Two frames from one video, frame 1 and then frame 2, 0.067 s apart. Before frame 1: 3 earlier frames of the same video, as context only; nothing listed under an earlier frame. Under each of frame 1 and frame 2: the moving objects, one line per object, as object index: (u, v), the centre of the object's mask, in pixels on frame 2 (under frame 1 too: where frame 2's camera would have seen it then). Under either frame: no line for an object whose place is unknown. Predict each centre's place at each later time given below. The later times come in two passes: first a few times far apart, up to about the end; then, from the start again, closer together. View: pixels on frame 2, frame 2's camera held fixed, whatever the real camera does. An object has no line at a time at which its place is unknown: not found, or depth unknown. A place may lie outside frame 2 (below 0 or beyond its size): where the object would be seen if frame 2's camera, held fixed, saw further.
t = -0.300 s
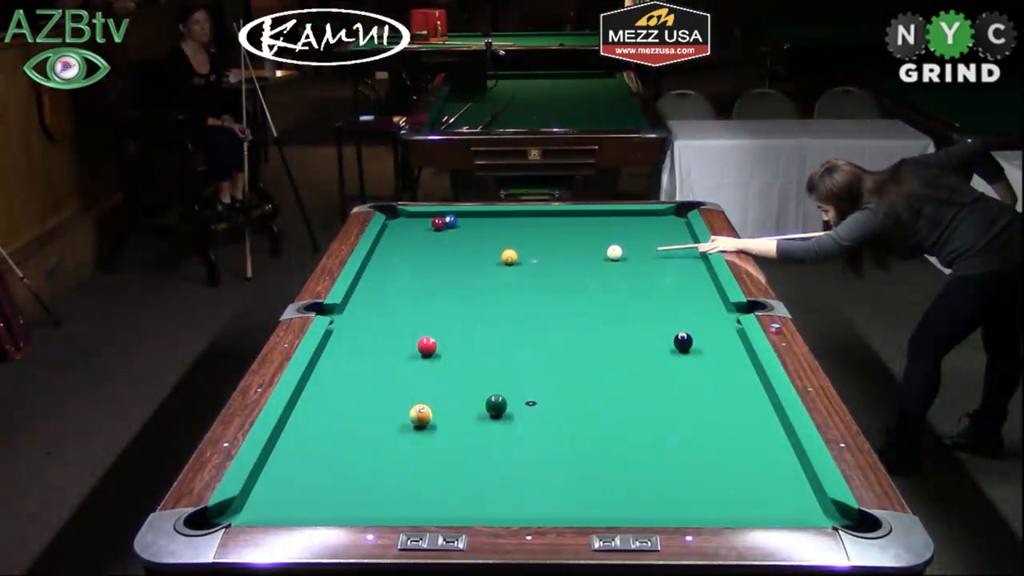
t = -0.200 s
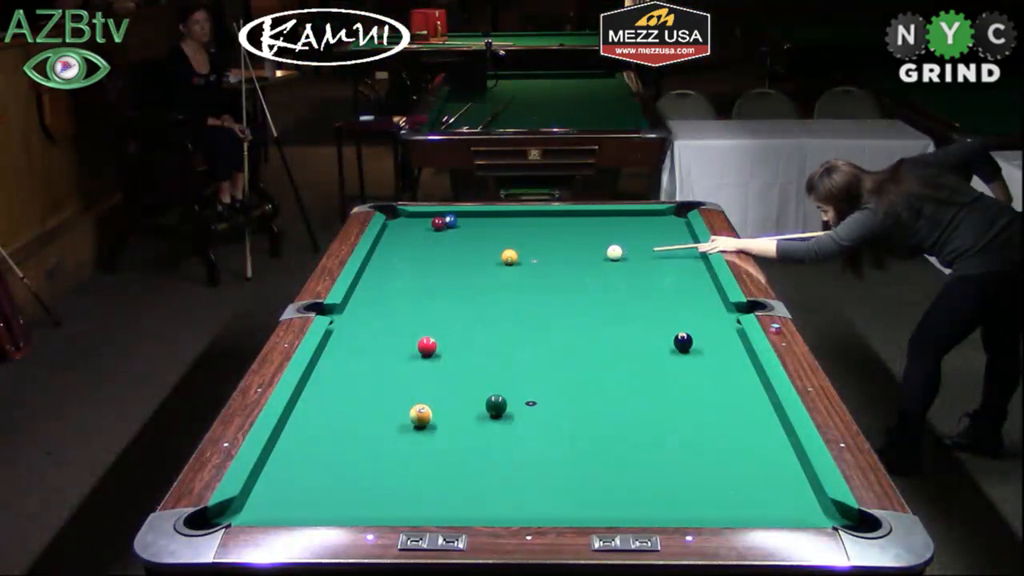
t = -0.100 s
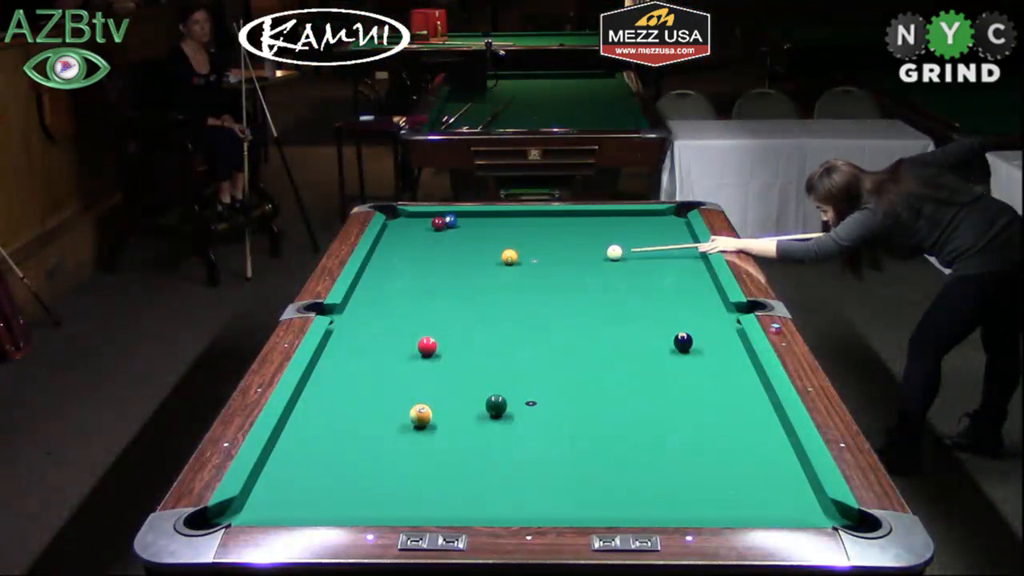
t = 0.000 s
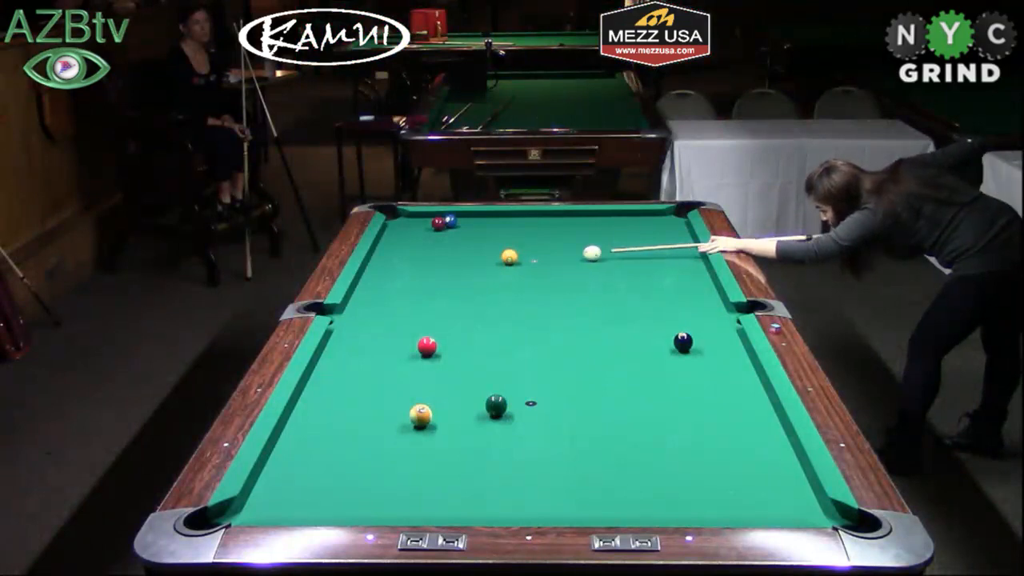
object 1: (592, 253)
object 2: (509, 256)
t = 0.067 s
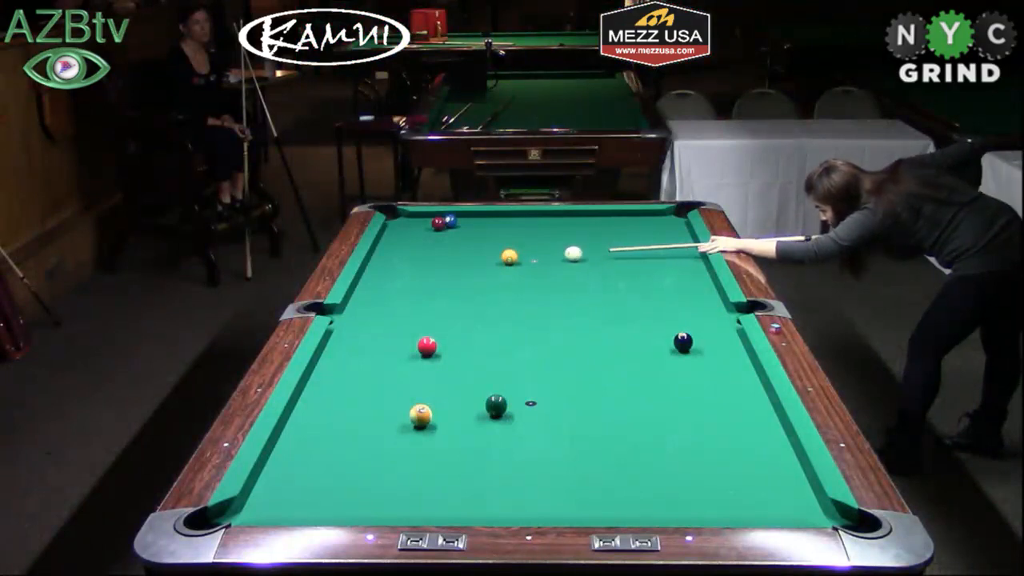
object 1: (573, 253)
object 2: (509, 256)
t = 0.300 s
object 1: (521, 254)
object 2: (504, 257)
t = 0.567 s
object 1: (500, 249)
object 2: (465, 264)
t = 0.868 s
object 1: (477, 245)
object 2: (426, 270)
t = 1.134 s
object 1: (457, 241)
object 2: (392, 276)
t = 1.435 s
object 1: (437, 237)
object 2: (363, 282)
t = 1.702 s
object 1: (421, 234)
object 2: (376, 286)
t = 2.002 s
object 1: (404, 231)
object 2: (390, 289)
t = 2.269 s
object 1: (390, 228)
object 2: (401, 292)
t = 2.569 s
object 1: (394, 225)
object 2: (414, 295)
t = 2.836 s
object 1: (401, 222)
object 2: (423, 297)
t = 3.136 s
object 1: (409, 219)
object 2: (434, 300)
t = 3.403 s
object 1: (415, 217)
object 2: (442, 302)
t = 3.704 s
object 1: (420, 214)
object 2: (450, 303)
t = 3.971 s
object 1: (423, 214)
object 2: (455, 304)
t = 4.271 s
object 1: (425, 215)
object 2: (460, 305)
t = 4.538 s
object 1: (426, 215)
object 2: (462, 306)
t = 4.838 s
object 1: (426, 215)
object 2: (464, 306)
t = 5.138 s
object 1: (425, 215)
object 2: (464, 307)
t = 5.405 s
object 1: (425, 215)
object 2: (464, 307)
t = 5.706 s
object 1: (425, 215)
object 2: (464, 307)
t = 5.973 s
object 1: (425, 215)
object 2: (464, 307)
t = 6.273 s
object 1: (425, 215)
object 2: (464, 307)
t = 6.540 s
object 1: (425, 215)
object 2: (464, 307)
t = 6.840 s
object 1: (425, 215)
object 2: (464, 307)
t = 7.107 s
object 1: (425, 215)
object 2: (464, 307)
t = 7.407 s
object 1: (425, 215)
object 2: (464, 307)
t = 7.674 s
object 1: (425, 215)
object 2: (464, 307)
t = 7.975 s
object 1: (425, 215)
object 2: (464, 307)
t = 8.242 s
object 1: (425, 215)
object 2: (464, 307)
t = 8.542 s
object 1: (425, 215)
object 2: (464, 307)
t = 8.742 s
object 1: (425, 215)
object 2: (464, 307)
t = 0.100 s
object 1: (565, 254)
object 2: (509, 256)
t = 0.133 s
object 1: (556, 254)
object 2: (509, 256)
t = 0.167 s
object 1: (548, 254)
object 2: (509, 256)
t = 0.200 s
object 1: (540, 254)
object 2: (509, 256)
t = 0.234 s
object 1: (532, 255)
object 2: (509, 256)
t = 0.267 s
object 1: (525, 254)
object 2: (509, 256)
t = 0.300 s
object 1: (521, 254)
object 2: (504, 257)
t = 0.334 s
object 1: (520, 253)
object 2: (498, 258)
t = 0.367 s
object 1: (517, 253)
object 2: (492, 259)
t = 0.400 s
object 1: (514, 252)
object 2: (488, 260)
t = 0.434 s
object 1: (511, 252)
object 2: (483, 261)
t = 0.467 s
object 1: (508, 251)
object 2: (479, 261)
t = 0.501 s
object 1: (506, 251)
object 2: (475, 262)
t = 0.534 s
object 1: (503, 250)
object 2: (470, 263)
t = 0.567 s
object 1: (500, 249)
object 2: (465, 264)
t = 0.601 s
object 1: (497, 249)
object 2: (461, 264)
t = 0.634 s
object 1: (495, 248)
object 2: (457, 265)
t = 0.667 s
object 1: (492, 248)
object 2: (452, 266)
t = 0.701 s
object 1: (489, 247)
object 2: (448, 267)
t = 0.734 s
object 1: (487, 247)
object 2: (444, 267)
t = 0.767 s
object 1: (484, 246)
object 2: (439, 268)
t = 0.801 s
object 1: (481, 246)
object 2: (435, 269)
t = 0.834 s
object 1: (479, 245)
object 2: (431, 269)
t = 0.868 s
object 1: (477, 245)
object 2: (426, 270)
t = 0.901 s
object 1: (474, 244)
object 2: (422, 271)
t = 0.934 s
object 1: (472, 244)
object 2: (418, 272)
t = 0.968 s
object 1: (469, 243)
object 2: (414, 272)
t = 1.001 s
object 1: (467, 243)
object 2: (409, 273)
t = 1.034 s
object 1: (464, 242)
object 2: (405, 274)
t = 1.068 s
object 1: (462, 242)
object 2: (401, 274)
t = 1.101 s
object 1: (460, 241)
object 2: (397, 275)
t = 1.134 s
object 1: (457, 241)
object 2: (392, 276)
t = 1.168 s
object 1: (455, 240)
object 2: (388, 276)
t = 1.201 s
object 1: (452, 240)
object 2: (384, 277)
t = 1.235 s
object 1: (450, 240)
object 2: (379, 278)
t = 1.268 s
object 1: (448, 239)
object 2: (375, 279)
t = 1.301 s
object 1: (446, 239)
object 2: (371, 279)
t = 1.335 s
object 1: (443, 238)
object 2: (367, 280)
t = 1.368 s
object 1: (441, 238)
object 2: (363, 281)
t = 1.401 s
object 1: (439, 238)
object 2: (360, 281)
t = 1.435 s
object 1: (437, 237)
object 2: (363, 282)
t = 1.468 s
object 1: (435, 236)
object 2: (364, 282)
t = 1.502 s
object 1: (433, 236)
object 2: (366, 283)
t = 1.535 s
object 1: (431, 236)
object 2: (368, 283)
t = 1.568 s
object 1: (429, 235)
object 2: (369, 284)
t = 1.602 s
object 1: (427, 235)
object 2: (371, 284)
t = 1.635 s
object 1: (425, 235)
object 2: (373, 284)
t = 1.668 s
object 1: (423, 234)
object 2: (374, 285)
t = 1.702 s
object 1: (421, 234)
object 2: (376, 286)
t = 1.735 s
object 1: (419, 233)
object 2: (377, 286)
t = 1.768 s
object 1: (417, 233)
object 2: (379, 286)
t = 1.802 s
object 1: (415, 233)
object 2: (380, 287)
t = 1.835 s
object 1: (413, 232)
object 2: (382, 287)
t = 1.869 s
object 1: (411, 232)
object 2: (383, 287)
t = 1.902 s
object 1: (409, 232)
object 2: (385, 288)
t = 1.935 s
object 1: (408, 231)
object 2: (386, 288)
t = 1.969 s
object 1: (406, 231)
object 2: (388, 289)
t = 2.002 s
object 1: (404, 231)
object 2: (390, 289)
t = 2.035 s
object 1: (402, 230)
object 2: (391, 290)
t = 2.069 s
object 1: (401, 230)
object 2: (393, 290)
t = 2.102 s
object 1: (399, 230)
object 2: (394, 290)
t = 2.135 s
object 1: (397, 229)
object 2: (395, 290)
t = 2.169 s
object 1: (395, 229)
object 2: (397, 291)
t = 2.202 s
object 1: (394, 229)
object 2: (398, 291)
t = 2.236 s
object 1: (392, 228)
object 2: (400, 292)
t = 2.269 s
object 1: (390, 228)
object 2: (401, 292)
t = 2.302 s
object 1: (388, 228)
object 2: (403, 292)
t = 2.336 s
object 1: (387, 228)
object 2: (404, 293)
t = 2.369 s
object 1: (388, 227)
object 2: (406, 293)
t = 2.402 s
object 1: (389, 227)
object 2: (407, 293)
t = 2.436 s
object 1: (390, 226)
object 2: (408, 294)
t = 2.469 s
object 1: (391, 226)
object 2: (410, 294)
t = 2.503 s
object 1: (392, 226)
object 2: (411, 294)
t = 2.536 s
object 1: (393, 225)
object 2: (413, 295)
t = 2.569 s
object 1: (394, 225)
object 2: (414, 295)
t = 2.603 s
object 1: (395, 224)
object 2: (415, 295)
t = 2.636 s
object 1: (396, 224)
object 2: (416, 296)
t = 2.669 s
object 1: (397, 223)
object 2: (418, 296)
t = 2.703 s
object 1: (398, 223)
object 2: (419, 296)
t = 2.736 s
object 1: (399, 223)
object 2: (420, 297)
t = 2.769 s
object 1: (400, 222)
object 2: (421, 297)
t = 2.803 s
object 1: (401, 222)
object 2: (423, 297)
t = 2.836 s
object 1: (401, 222)
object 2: (423, 297)
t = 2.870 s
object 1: (402, 222)
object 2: (425, 298)
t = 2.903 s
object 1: (403, 221)
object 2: (426, 298)
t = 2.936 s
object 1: (404, 221)
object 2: (427, 298)
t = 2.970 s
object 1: (405, 221)
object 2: (428, 299)
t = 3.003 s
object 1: (406, 220)
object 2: (429, 299)
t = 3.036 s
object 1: (406, 220)
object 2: (430, 299)
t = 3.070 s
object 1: (407, 220)
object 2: (431, 299)
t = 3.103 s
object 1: (408, 219)
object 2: (433, 299)
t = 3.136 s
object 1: (409, 219)
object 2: (434, 300)
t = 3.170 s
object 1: (410, 219)
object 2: (435, 300)
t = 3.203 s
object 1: (410, 219)
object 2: (436, 300)
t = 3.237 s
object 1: (411, 218)
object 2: (437, 300)
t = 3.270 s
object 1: (412, 218)
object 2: (438, 301)
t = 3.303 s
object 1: (413, 218)
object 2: (439, 301)
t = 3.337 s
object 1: (413, 217)
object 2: (440, 301)
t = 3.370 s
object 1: (414, 217)
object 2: (441, 301)
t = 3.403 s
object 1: (415, 217)
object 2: (442, 302)
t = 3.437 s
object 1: (415, 216)
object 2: (443, 302)
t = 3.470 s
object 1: (416, 216)
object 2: (444, 302)
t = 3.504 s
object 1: (417, 216)
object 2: (445, 302)
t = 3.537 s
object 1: (417, 216)
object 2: (445, 302)
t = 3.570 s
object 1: (418, 215)
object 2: (446, 302)
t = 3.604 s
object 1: (418, 215)
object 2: (447, 303)
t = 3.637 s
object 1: (419, 215)
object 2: (448, 303)
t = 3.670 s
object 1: (419, 215)
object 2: (449, 303)
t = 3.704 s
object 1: (420, 214)
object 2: (450, 303)
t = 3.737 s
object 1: (421, 214)
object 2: (450, 303)
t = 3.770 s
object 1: (421, 214)
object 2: (451, 304)
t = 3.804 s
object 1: (422, 214)
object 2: (452, 304)
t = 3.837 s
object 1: (422, 214)
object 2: (452, 304)
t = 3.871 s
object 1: (422, 214)
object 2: (453, 304)
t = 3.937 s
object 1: (423, 214)
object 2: (454, 304)
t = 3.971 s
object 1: (423, 214)
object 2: (455, 304)
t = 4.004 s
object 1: (423, 214)
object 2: (456, 305)
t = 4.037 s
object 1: (423, 215)
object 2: (456, 305)
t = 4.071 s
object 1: (424, 215)
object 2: (457, 305)
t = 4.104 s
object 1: (424, 215)
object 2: (457, 305)
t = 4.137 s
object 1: (424, 215)
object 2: (458, 305)
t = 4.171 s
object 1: (424, 215)
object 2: (458, 305)
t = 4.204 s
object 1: (425, 215)
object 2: (459, 305)
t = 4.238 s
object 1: (425, 215)
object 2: (459, 305)
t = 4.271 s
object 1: (425, 215)
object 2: (460, 305)
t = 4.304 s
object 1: (425, 215)
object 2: (460, 306)
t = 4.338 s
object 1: (425, 215)
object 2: (460, 306)
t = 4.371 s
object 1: (425, 215)
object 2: (461, 306)
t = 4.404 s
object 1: (425, 215)
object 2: (461, 306)
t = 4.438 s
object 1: (426, 215)
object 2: (461, 306)
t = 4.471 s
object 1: (426, 215)
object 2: (462, 306)
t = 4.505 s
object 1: (426, 215)
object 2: (462, 306)
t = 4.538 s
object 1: (426, 215)
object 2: (462, 306)
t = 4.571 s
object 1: (426, 215)
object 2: (463, 306)
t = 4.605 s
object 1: (426, 215)
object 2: (463, 306)
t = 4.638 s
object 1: (426, 215)
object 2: (463, 306)
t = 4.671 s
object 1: (426, 215)
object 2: (463, 306)
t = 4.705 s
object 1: (426, 215)
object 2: (463, 306)
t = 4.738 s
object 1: (426, 215)
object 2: (463, 306)
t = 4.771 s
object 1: (426, 215)
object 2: (464, 306)
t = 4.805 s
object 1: (426, 215)
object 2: (464, 306)
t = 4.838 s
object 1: (426, 215)
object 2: (464, 306)
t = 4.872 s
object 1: (426, 215)
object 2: (464, 306)
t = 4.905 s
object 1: (426, 215)
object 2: (464, 306)
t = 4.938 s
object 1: (426, 215)
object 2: (464, 306)
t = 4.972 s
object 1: (426, 215)
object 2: (464, 306)
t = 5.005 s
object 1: (426, 215)
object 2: (464, 307)
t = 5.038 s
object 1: (425, 215)
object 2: (464, 307)
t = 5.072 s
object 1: (425, 215)
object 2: (464, 307)
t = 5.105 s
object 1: (425, 215)
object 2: (464, 307)
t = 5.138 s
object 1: (425, 215)
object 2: (464, 307)
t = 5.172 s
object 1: (425, 215)
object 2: (464, 307)
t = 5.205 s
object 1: (425, 215)
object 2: (464, 307)
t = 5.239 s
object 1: (425, 215)
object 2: (464, 307)
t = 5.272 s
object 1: (425, 215)
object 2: (464, 307)
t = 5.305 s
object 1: (425, 215)
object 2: (464, 307)
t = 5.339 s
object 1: (425, 215)
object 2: (464, 307)
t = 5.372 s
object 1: (425, 215)
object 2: (464, 307)
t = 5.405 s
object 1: (425, 215)
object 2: (464, 307)
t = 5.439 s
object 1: (425, 215)
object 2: (464, 307)
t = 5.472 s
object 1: (425, 215)
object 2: (464, 307)
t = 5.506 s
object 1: (425, 215)
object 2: (464, 307)
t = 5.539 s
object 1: (425, 215)
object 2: (464, 307)
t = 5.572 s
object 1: (425, 215)
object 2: (464, 307)
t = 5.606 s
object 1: (425, 215)
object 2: (464, 307)
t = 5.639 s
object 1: (425, 215)
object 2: (464, 307)
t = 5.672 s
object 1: (425, 215)
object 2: (464, 307)
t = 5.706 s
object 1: (425, 215)
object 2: (464, 307)
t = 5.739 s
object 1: (425, 215)
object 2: (464, 307)
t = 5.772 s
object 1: (425, 215)
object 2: (464, 307)
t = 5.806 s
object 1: (425, 215)
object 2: (464, 307)
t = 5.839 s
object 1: (425, 215)
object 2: (464, 307)
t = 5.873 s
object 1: (425, 215)
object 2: (464, 307)
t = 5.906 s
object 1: (425, 215)
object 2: (464, 307)
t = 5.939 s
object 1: (425, 215)
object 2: (464, 307)
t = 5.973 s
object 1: (425, 215)
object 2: (464, 307)
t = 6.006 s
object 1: (425, 215)
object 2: (464, 307)
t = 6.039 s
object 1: (425, 215)
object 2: (464, 307)
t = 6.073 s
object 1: (425, 215)
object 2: (464, 307)
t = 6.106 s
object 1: (425, 215)
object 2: (464, 307)
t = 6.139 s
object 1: (425, 215)
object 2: (464, 307)
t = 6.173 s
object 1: (425, 215)
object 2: (464, 307)
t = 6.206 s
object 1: (425, 215)
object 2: (464, 307)
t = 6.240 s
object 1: (425, 215)
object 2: (464, 307)
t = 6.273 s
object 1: (425, 215)
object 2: (464, 307)
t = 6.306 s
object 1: (425, 215)
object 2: (464, 307)
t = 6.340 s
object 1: (425, 215)
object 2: (464, 307)
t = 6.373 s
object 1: (425, 215)
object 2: (464, 307)
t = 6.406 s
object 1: (425, 215)
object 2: (464, 307)
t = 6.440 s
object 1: (425, 215)
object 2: (464, 307)
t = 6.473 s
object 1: (425, 215)
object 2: (464, 307)
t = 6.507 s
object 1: (425, 215)
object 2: (464, 307)
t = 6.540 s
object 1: (425, 215)
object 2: (464, 307)
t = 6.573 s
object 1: (425, 215)
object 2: (464, 307)
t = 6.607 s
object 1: (425, 215)
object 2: (464, 307)
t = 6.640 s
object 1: (425, 215)
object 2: (464, 307)
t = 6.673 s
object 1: (425, 215)
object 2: (464, 307)
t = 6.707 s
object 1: (425, 215)
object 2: (464, 307)
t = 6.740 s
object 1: (425, 215)
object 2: (464, 307)
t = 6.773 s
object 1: (425, 215)
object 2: (464, 307)
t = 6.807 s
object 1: (425, 215)
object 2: (464, 307)
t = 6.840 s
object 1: (425, 215)
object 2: (464, 307)
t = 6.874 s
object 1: (425, 215)
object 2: (464, 307)
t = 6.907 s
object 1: (425, 215)
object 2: (464, 307)
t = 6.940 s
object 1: (425, 215)
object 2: (464, 307)
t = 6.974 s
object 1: (425, 215)
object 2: (464, 307)
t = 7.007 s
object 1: (425, 215)
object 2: (464, 307)
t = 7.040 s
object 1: (425, 215)
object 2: (464, 307)
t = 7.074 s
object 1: (425, 215)
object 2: (464, 307)
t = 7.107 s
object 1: (425, 215)
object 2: (464, 307)
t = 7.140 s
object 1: (425, 215)
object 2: (464, 307)
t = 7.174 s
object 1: (425, 215)
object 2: (464, 307)
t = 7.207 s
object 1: (425, 215)
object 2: (464, 307)
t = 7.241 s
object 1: (425, 215)
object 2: (464, 307)
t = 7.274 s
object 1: (425, 215)
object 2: (464, 307)
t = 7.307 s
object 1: (425, 215)
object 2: (464, 307)
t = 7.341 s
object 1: (425, 215)
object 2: (464, 307)
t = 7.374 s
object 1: (425, 215)
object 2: (464, 307)
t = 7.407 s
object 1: (425, 215)
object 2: (464, 307)
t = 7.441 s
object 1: (425, 215)
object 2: (464, 307)
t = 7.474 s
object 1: (425, 215)
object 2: (464, 307)
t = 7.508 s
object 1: (425, 215)
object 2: (464, 307)
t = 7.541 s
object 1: (425, 215)
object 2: (464, 307)
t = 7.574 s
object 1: (425, 215)
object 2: (464, 307)
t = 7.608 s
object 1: (425, 215)
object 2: (464, 307)
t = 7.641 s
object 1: (425, 215)
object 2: (464, 307)
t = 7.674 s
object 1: (425, 215)
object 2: (464, 307)
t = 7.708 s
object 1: (425, 215)
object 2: (464, 307)
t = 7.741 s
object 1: (425, 215)
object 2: (464, 307)
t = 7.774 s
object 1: (425, 215)
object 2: (464, 307)
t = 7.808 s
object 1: (425, 215)
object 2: (464, 307)
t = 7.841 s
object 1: (425, 215)
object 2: (464, 307)
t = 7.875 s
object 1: (425, 215)
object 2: (464, 307)
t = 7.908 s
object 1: (425, 215)
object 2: (464, 306)
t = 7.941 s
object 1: (425, 215)
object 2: (464, 307)
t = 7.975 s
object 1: (425, 215)
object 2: (464, 307)
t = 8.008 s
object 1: (425, 215)
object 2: (464, 306)
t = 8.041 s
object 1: (425, 215)
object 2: (464, 307)
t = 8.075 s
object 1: (425, 215)
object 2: (464, 307)
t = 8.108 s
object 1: (425, 215)
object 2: (464, 307)
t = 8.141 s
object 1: (425, 215)
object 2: (464, 307)
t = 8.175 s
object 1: (425, 215)
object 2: (464, 307)
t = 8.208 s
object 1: (425, 215)
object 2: (465, 307)
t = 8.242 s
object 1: (425, 215)
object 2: (464, 307)
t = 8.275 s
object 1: (425, 215)
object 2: (465, 307)
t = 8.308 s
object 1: (425, 215)
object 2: (464, 307)
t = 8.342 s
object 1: (425, 215)
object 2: (465, 307)
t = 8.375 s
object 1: (425, 215)
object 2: (464, 307)
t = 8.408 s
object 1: (425, 215)
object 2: (464, 307)
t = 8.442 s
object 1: (425, 215)
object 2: (465, 307)
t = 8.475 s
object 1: (425, 215)
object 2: (465, 307)
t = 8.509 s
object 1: (425, 215)
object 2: (464, 307)
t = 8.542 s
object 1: (425, 215)
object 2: (464, 307)
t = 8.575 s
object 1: (425, 215)
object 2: (464, 307)
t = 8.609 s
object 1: (425, 215)
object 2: (464, 307)
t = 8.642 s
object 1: (425, 215)
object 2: (464, 307)
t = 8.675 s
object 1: (425, 215)
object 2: (464, 307)
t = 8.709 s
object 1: (425, 215)
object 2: (464, 307)
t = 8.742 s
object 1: (425, 215)
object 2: (464, 307)
